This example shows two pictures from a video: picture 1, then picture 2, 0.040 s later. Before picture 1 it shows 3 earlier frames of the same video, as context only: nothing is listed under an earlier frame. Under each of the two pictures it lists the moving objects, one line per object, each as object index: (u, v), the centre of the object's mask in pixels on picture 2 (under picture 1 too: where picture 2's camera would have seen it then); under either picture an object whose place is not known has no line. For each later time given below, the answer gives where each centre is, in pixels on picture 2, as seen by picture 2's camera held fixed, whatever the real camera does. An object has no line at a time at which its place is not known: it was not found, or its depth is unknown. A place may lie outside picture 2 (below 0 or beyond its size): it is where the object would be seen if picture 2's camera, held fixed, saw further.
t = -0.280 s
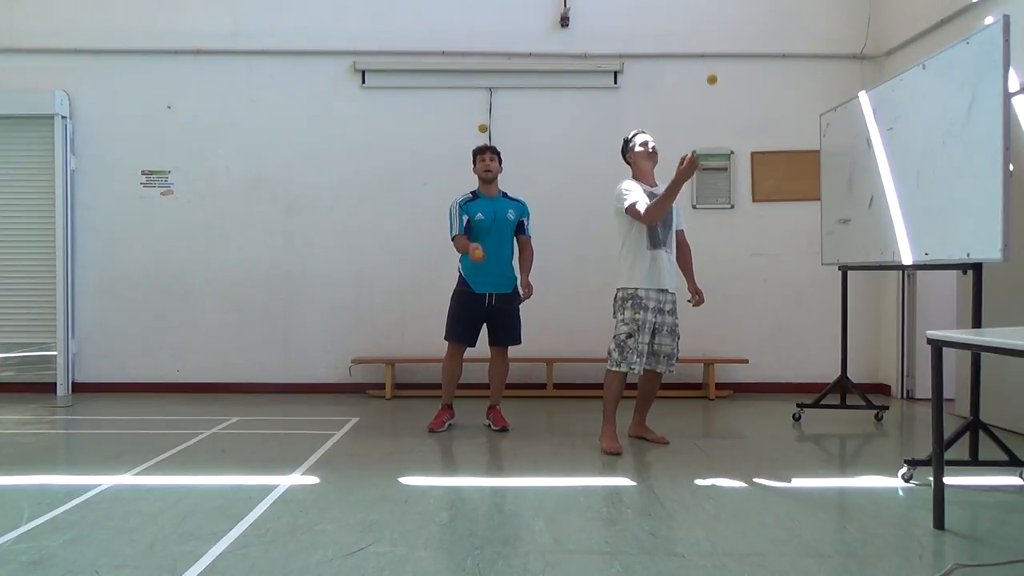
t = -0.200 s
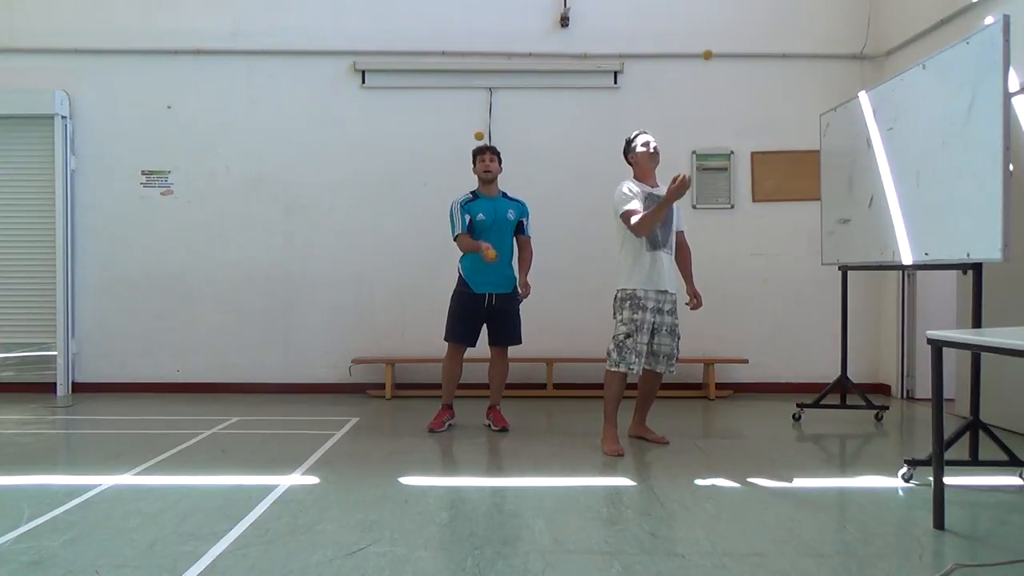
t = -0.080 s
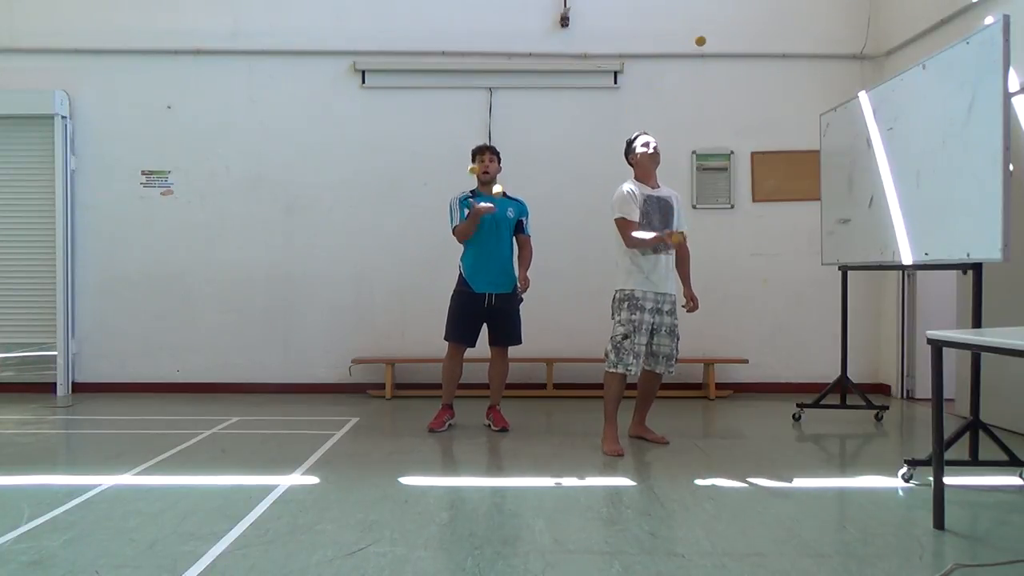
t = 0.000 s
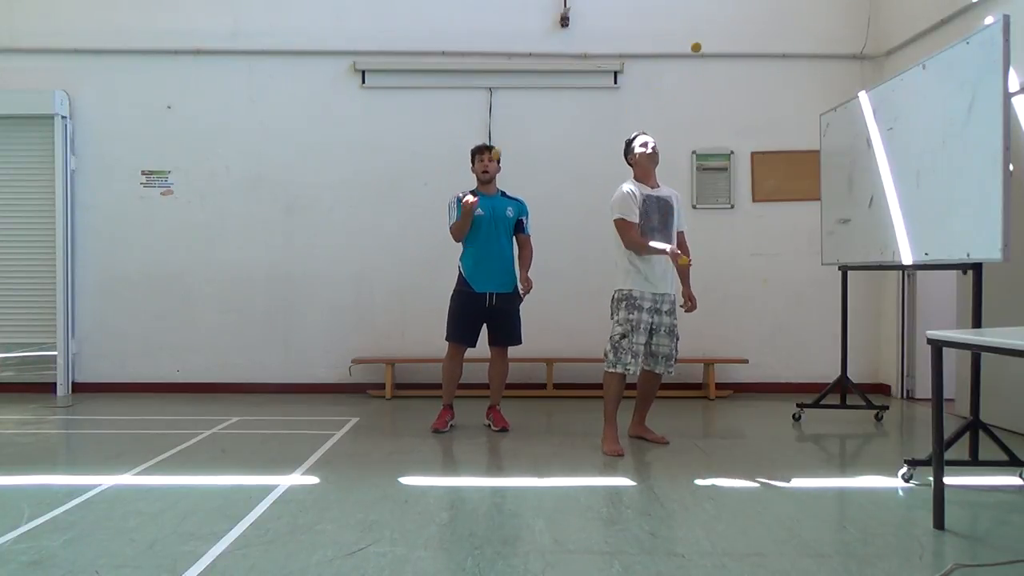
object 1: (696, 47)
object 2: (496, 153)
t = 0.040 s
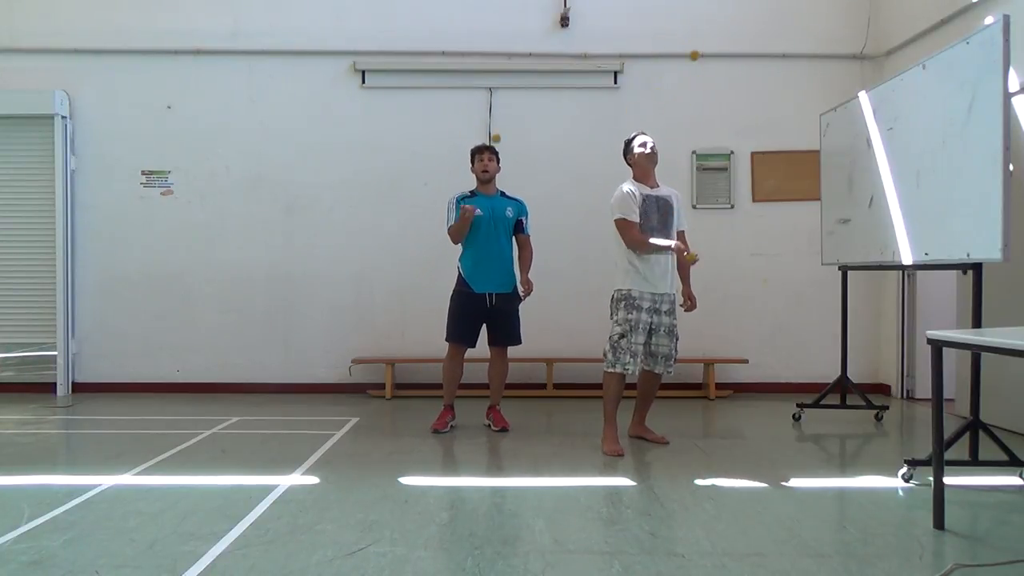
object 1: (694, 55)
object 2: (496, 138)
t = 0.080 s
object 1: (691, 66)
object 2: (496, 125)
